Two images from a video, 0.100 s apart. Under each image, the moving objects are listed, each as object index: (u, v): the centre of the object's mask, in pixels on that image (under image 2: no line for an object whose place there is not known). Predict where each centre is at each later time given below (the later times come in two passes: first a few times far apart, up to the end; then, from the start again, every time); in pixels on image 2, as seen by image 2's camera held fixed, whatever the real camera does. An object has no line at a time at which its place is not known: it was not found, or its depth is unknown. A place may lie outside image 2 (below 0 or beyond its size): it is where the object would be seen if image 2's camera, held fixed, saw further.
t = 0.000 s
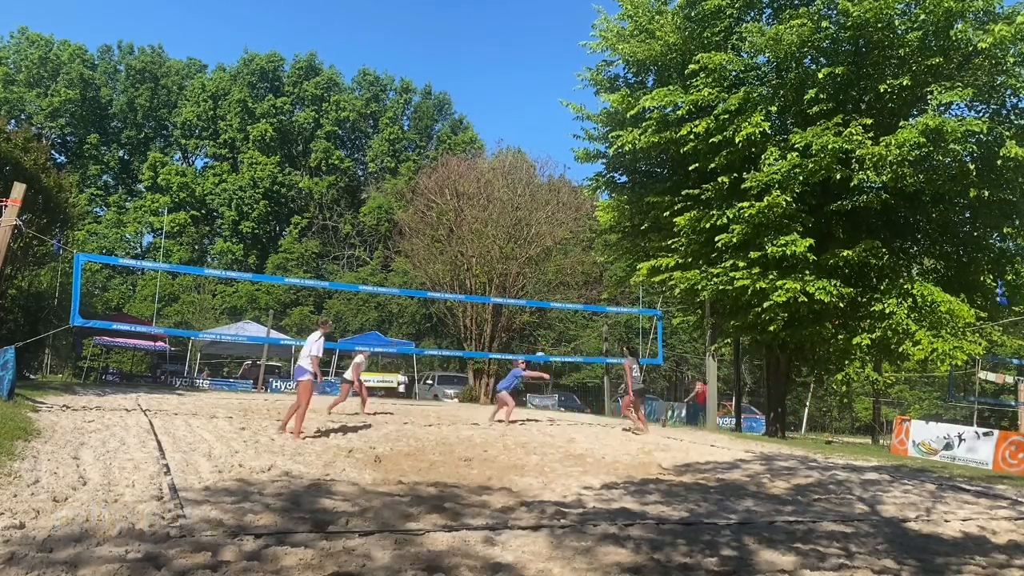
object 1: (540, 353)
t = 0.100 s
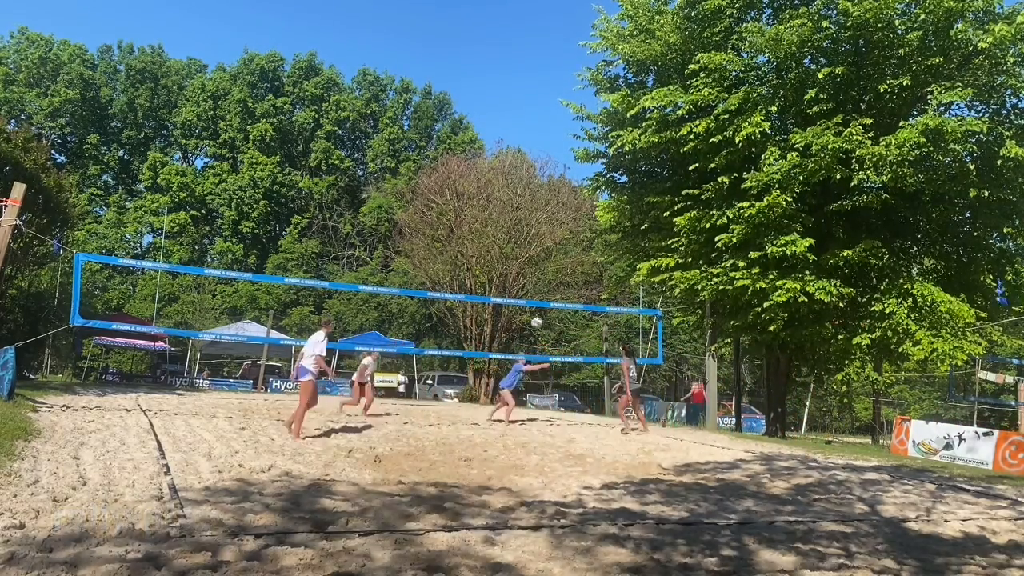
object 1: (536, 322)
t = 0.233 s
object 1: (531, 284)
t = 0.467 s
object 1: (521, 239)
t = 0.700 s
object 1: (509, 223)
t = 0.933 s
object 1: (496, 231)
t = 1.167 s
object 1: (481, 269)
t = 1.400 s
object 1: (466, 333)
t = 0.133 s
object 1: (535, 312)
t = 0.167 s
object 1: (535, 298)
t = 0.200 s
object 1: (533, 293)
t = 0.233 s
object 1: (531, 284)
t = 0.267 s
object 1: (531, 276)
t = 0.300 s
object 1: (529, 270)
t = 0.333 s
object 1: (527, 262)
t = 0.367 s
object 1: (526, 256)
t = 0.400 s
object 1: (525, 250)
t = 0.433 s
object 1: (523, 244)
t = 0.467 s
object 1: (521, 239)
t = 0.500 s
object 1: (519, 235)
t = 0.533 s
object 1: (518, 232)
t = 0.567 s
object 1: (516, 229)
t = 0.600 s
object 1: (515, 226)
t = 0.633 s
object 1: (513, 225)
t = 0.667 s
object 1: (511, 224)
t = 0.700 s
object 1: (509, 223)
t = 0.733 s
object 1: (508, 223)
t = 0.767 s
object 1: (506, 223)
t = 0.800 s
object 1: (504, 223)
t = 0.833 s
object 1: (503, 225)
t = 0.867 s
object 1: (500, 226)
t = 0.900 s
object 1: (498, 229)
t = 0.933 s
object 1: (496, 231)
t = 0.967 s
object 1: (494, 235)
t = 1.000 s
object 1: (492, 239)
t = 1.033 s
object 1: (490, 245)
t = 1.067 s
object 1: (488, 250)
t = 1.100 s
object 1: (486, 256)
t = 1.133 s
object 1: (483, 262)
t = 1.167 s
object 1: (481, 269)
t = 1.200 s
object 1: (480, 277)
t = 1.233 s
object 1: (478, 285)
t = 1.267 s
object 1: (475, 291)
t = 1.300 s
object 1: (472, 303)
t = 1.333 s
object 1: (471, 311)
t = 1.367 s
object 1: (468, 322)
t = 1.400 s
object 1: (466, 333)
